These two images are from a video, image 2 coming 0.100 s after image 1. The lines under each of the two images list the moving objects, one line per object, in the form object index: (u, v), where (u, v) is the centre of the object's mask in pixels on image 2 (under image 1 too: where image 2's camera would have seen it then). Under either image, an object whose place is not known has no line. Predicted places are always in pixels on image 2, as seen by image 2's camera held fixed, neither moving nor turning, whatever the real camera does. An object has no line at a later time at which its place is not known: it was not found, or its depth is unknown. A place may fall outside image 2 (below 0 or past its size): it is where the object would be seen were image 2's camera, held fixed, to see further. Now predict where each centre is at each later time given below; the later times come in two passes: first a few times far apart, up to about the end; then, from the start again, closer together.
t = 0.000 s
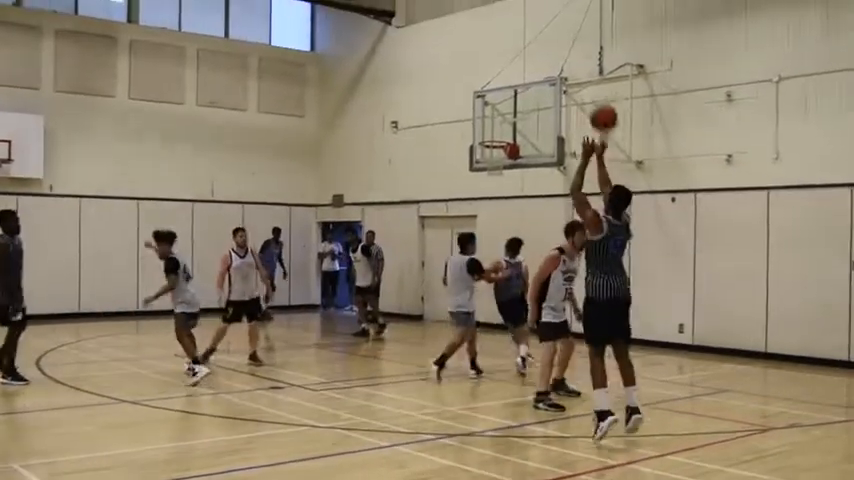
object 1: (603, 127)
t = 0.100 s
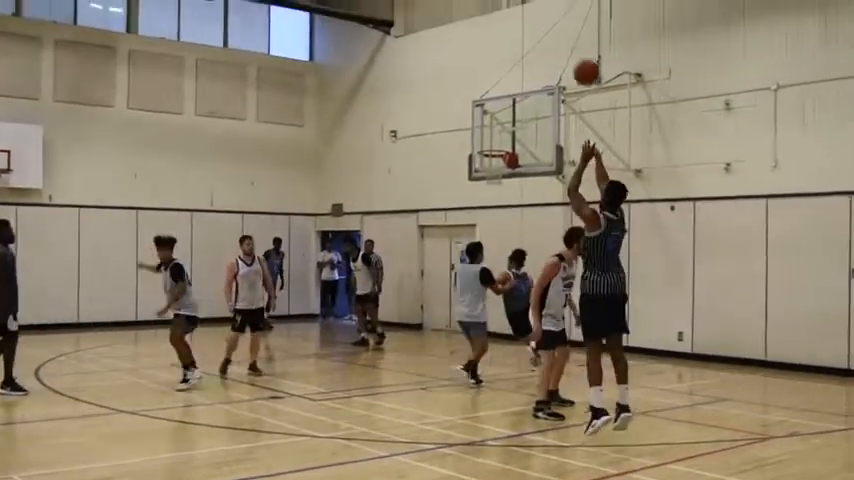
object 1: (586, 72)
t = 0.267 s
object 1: (564, 17)
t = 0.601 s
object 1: (532, 1)
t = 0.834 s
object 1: (515, 41)
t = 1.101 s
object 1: (500, 123)
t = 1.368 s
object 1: (485, 186)
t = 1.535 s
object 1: (477, 223)
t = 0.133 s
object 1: (581, 58)
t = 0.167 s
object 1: (576, 45)
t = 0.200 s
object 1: (572, 34)
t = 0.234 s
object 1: (568, 25)
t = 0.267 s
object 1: (564, 17)
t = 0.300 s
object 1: (560, 11)
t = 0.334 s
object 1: (557, 6)
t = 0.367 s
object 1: (553, 2)
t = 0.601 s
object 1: (532, 1)
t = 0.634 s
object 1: (529, 5)
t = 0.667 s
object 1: (527, 9)
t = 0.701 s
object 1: (524, 14)
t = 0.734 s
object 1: (522, 20)
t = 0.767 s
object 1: (519, 26)
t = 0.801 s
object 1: (517, 34)
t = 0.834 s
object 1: (515, 41)
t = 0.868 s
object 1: (512, 49)
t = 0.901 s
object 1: (511, 58)
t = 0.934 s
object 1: (508, 67)
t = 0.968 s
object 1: (507, 78)
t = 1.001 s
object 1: (505, 88)
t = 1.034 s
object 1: (503, 99)
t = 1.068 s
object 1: (502, 110)
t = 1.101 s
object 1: (500, 123)
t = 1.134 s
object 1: (498, 135)
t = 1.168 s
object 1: (496, 146)
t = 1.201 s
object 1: (495, 160)
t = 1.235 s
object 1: (492, 167)
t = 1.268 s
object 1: (491, 171)
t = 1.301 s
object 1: (490, 175)
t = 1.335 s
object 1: (487, 181)
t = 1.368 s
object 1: (485, 186)
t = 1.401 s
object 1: (484, 192)
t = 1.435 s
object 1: (482, 199)
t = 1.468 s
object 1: (480, 206)
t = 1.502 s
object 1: (478, 213)
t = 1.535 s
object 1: (477, 223)
